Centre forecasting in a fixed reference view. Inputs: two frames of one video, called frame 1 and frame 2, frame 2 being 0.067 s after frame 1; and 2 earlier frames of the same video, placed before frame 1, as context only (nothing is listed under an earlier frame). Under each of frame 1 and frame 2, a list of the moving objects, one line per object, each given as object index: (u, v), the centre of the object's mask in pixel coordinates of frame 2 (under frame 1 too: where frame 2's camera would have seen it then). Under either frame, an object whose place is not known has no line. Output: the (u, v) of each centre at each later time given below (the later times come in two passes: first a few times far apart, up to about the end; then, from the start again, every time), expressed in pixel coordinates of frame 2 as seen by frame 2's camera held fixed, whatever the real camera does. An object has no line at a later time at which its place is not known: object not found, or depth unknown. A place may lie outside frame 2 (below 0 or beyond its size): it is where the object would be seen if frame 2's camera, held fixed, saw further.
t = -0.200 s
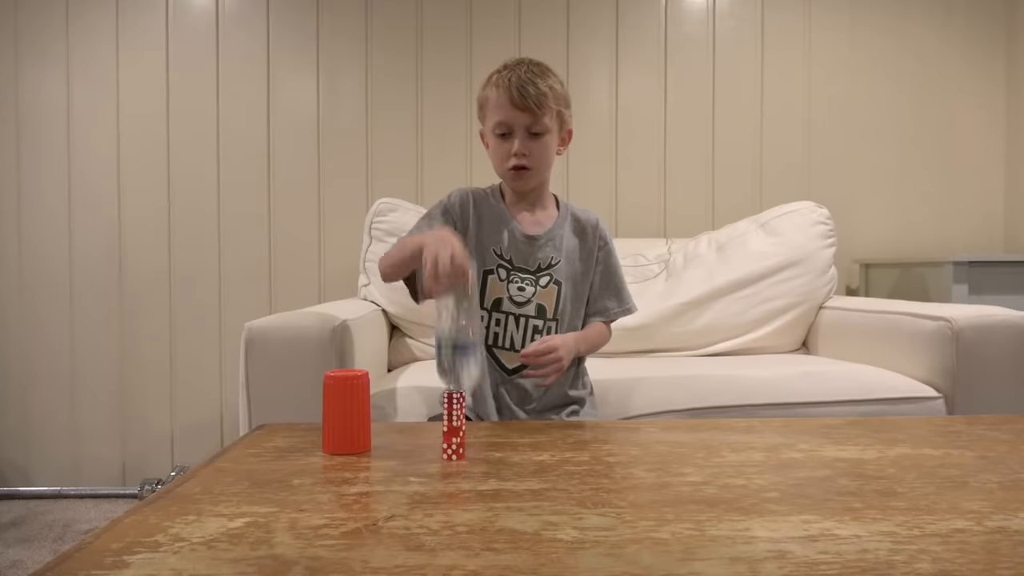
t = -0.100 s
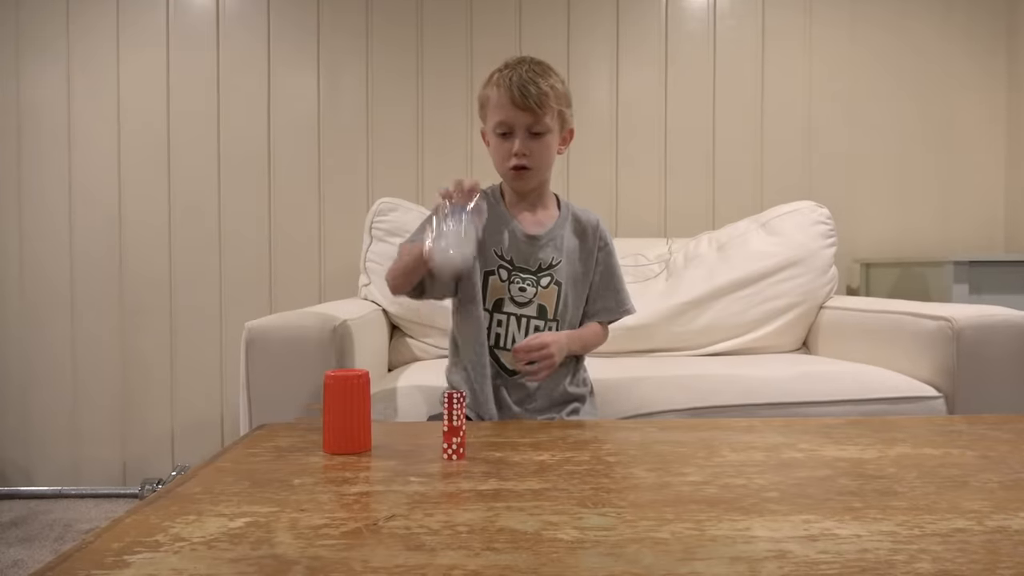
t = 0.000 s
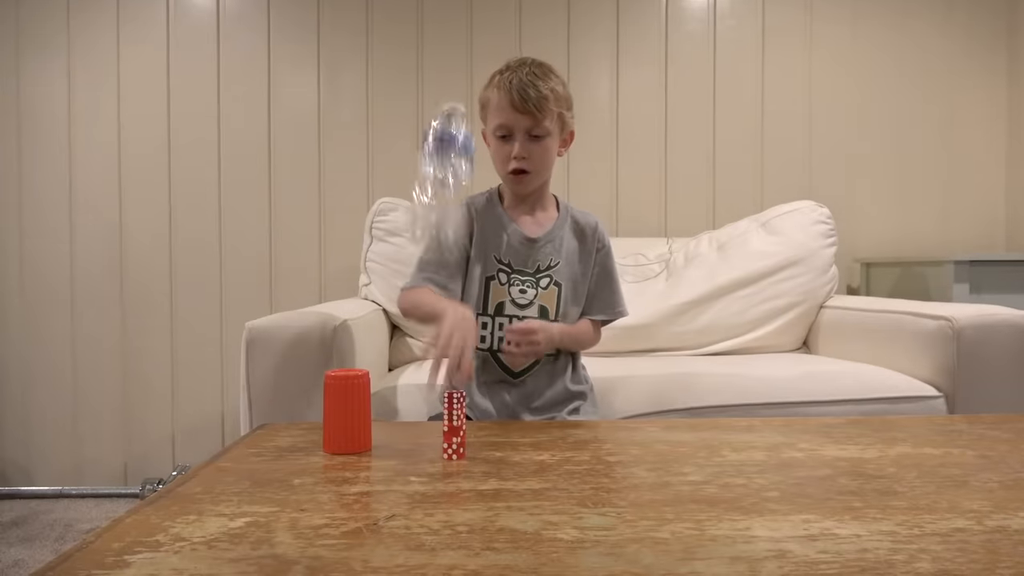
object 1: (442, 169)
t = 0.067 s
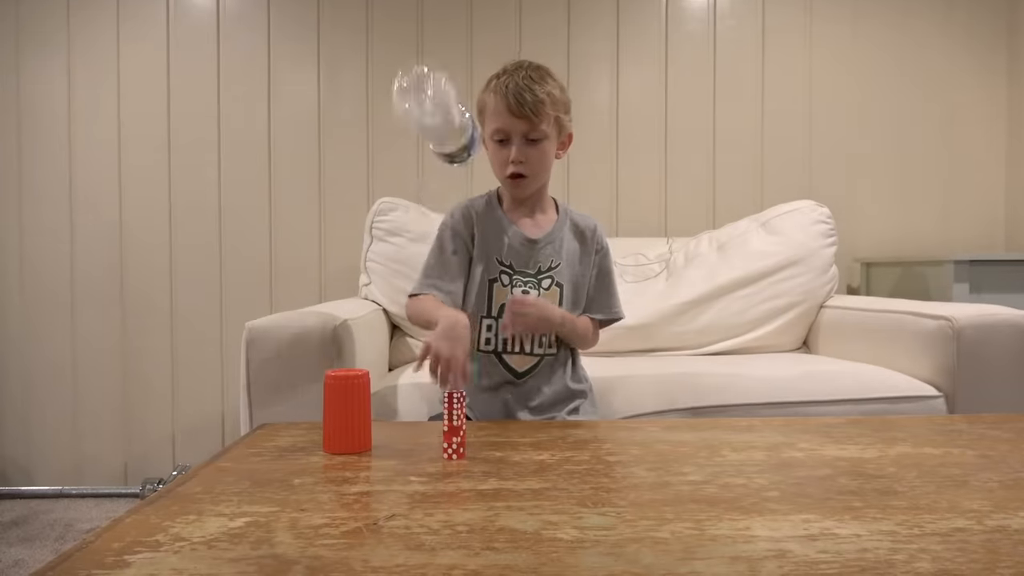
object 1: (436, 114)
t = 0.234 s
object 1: (442, 231)
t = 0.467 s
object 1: (409, 412)
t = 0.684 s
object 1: (419, 432)
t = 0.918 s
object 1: (438, 439)
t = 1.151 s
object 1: (443, 451)
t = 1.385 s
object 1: (445, 451)
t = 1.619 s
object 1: (443, 450)
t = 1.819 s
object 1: (444, 451)
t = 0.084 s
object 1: (438, 111)
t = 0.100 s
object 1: (438, 113)
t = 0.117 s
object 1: (439, 117)
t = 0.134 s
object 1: (438, 123)
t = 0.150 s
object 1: (439, 134)
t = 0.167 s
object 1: (440, 147)
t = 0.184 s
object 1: (442, 165)
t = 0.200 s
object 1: (442, 184)
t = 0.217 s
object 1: (441, 211)
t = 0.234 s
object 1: (442, 231)
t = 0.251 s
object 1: (443, 254)
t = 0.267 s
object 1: (443, 281)
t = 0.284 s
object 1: (442, 293)
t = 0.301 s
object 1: (442, 295)
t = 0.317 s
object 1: (441, 296)
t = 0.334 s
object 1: (439, 297)
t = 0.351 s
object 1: (435, 299)
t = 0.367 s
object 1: (432, 301)
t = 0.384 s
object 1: (427, 306)
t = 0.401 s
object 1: (423, 316)
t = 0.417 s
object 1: (417, 328)
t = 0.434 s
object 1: (411, 349)
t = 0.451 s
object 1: (405, 374)
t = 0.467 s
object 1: (409, 412)
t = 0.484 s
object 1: (411, 433)
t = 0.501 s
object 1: (413, 433)
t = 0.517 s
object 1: (414, 432)
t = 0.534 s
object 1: (415, 432)
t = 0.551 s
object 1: (416, 432)
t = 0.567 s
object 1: (417, 432)
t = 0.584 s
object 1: (418, 432)
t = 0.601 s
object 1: (418, 432)
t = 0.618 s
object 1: (418, 432)
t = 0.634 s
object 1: (418, 432)
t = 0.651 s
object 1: (418, 432)
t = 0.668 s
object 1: (419, 432)
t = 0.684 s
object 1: (419, 432)
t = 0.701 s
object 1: (419, 432)
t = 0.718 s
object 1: (419, 433)
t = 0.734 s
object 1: (420, 433)
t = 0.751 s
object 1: (421, 433)
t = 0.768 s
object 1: (421, 433)
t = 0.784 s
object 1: (422, 433)
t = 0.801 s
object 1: (423, 433)
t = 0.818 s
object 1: (423, 433)
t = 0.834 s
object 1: (425, 434)
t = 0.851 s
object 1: (428, 433)
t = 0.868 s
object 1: (429, 434)
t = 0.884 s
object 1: (432, 434)
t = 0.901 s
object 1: (433, 437)
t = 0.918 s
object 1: (438, 439)
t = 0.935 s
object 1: (443, 445)
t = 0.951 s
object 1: (444, 450)
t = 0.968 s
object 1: (444, 448)
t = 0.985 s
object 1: (444, 448)
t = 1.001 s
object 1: (445, 450)
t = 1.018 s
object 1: (443, 450)
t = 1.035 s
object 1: (443, 450)
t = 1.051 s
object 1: (444, 451)
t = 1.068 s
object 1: (444, 450)
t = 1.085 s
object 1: (443, 451)
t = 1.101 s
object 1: (443, 451)
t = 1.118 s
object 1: (443, 451)
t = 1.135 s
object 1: (443, 450)
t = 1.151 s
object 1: (443, 451)
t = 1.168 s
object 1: (443, 450)
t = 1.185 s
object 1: (442, 450)
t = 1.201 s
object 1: (442, 450)
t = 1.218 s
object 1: (442, 450)
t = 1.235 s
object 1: (443, 450)
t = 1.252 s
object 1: (443, 450)
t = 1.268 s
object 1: (444, 450)
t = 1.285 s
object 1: (444, 450)
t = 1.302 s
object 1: (445, 451)
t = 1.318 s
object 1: (445, 451)
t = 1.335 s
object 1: (445, 451)
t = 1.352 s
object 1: (445, 451)
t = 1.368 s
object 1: (444, 451)
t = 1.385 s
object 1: (445, 451)
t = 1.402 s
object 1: (445, 451)
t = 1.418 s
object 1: (445, 451)
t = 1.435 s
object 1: (445, 451)
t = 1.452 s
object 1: (445, 451)
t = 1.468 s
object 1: (445, 451)
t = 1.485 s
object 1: (445, 451)
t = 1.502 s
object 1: (445, 451)
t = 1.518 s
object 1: (445, 451)
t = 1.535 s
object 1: (445, 451)
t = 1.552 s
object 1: (444, 451)
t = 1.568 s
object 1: (444, 451)
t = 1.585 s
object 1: (444, 451)
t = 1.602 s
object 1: (443, 450)
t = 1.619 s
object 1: (443, 450)
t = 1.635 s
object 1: (443, 450)
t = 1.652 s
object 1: (443, 450)
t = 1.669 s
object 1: (443, 450)
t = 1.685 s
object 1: (443, 450)
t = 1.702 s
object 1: (443, 450)
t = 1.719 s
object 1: (444, 451)
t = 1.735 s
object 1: (443, 451)
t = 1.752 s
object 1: (444, 451)
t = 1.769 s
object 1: (443, 451)
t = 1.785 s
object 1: (443, 451)
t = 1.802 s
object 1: (443, 451)
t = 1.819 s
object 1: (444, 451)
